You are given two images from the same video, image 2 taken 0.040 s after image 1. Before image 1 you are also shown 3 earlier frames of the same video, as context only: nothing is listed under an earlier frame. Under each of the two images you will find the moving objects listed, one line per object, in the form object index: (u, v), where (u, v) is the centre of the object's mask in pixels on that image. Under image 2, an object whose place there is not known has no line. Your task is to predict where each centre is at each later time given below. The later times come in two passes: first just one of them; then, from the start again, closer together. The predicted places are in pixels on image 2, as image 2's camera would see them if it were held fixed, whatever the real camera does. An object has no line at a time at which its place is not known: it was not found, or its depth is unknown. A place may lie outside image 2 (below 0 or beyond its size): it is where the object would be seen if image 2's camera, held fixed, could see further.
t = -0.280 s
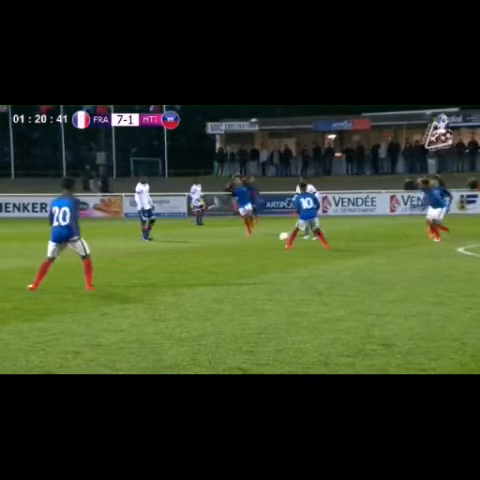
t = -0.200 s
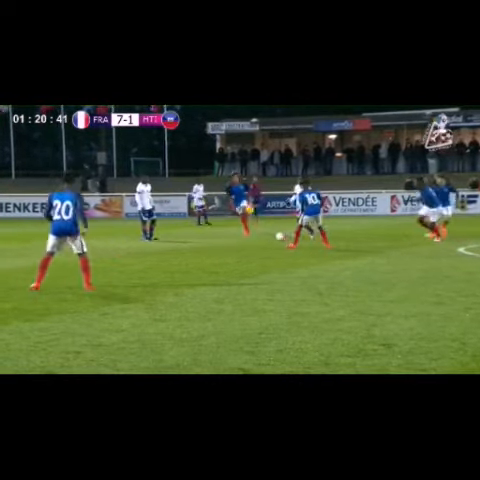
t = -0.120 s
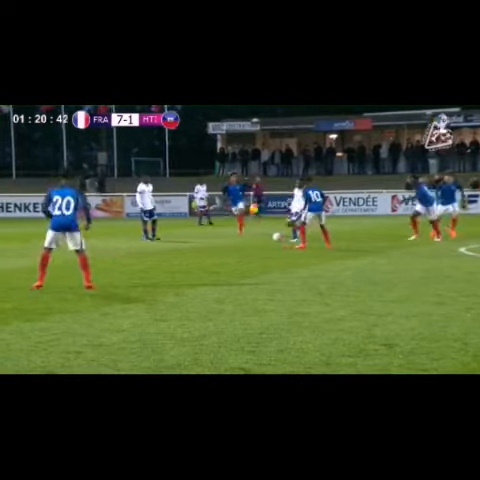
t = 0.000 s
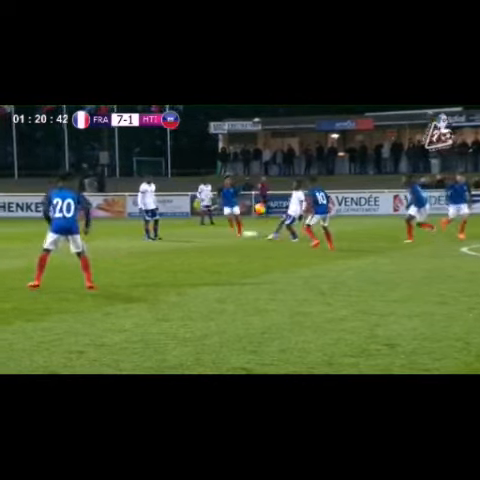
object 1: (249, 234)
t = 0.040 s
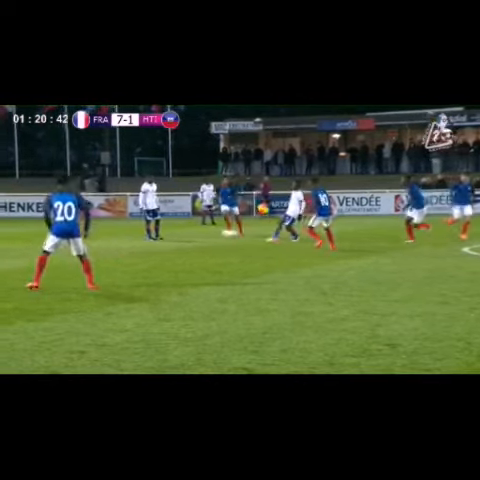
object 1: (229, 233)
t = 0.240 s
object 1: (117, 240)
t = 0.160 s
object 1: (162, 235)
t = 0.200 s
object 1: (139, 237)
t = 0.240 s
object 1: (117, 240)
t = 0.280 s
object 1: (94, 243)
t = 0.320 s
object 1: (72, 242)
